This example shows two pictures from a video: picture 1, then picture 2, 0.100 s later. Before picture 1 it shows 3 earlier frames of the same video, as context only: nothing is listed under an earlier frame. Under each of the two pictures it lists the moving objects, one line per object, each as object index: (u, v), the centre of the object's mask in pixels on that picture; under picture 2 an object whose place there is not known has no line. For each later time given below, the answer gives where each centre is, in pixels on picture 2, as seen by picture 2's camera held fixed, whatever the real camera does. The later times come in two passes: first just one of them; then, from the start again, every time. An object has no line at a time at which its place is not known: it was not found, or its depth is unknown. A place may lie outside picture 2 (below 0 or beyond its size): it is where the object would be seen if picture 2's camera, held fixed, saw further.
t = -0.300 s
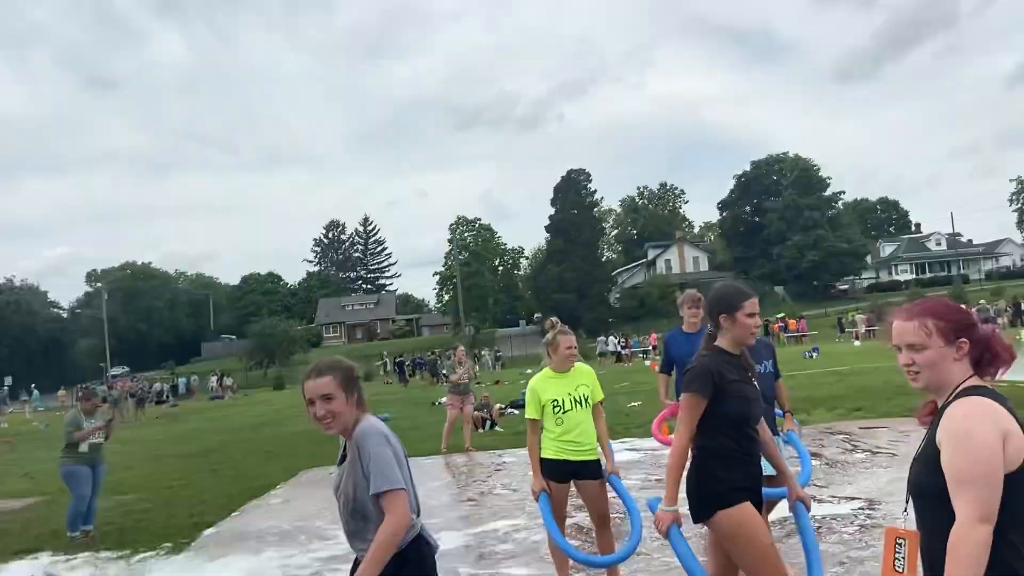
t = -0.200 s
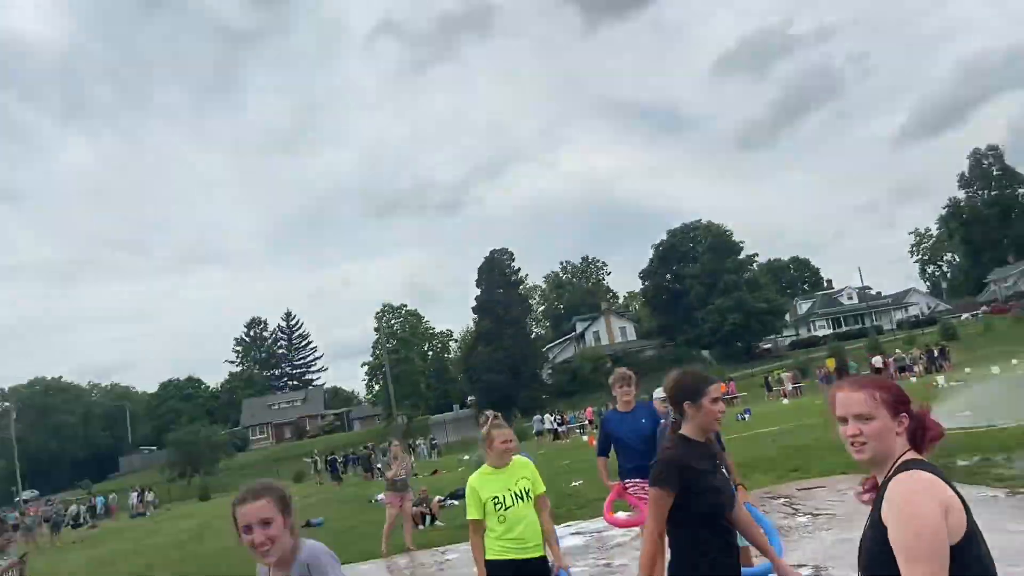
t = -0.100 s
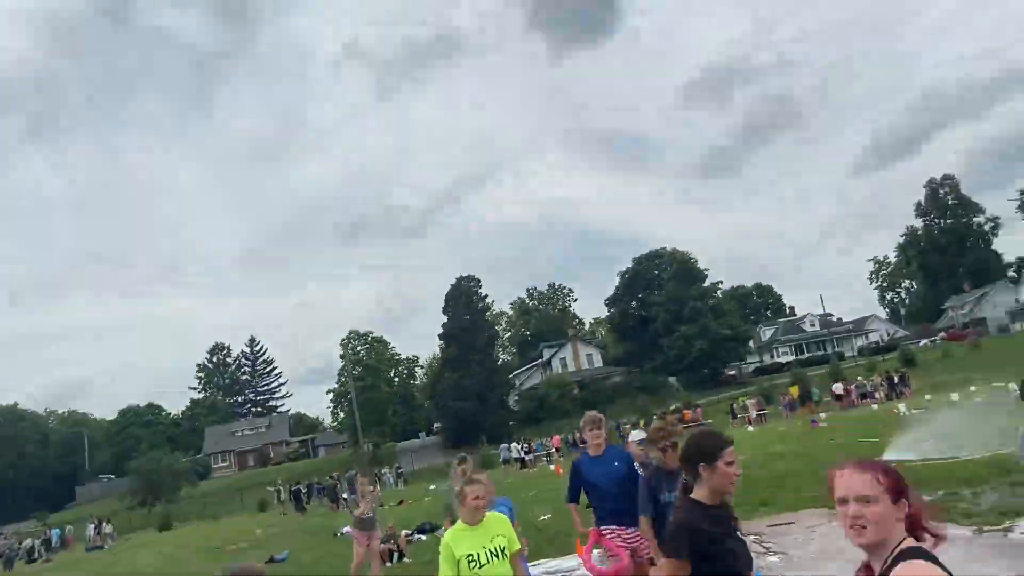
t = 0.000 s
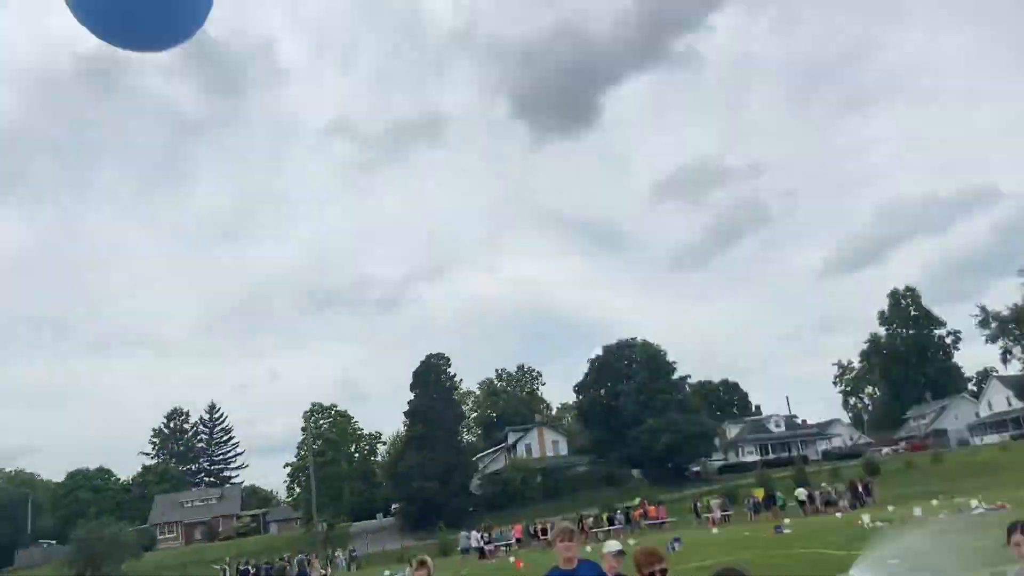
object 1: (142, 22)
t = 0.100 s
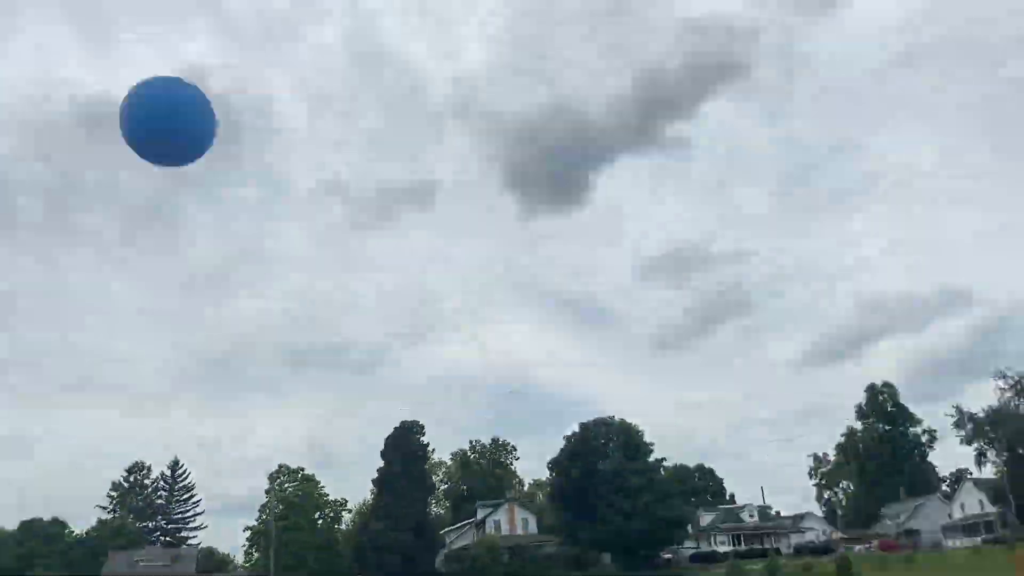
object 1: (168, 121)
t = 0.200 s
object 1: (169, 169)
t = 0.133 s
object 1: (169, 138)
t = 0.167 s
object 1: (170, 154)
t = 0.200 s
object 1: (169, 169)
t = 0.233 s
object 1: (169, 185)
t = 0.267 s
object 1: (168, 203)
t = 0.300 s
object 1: (167, 223)
